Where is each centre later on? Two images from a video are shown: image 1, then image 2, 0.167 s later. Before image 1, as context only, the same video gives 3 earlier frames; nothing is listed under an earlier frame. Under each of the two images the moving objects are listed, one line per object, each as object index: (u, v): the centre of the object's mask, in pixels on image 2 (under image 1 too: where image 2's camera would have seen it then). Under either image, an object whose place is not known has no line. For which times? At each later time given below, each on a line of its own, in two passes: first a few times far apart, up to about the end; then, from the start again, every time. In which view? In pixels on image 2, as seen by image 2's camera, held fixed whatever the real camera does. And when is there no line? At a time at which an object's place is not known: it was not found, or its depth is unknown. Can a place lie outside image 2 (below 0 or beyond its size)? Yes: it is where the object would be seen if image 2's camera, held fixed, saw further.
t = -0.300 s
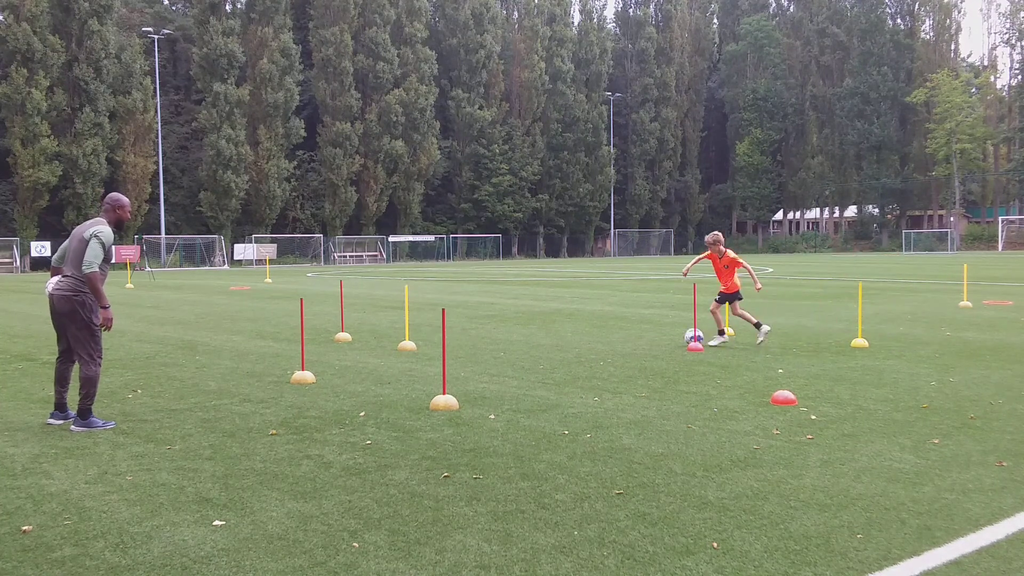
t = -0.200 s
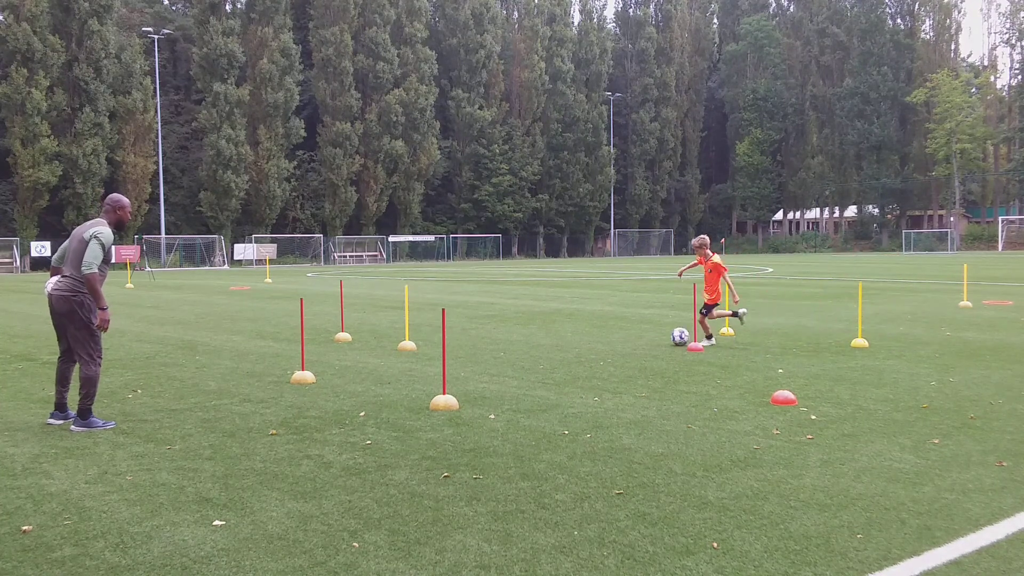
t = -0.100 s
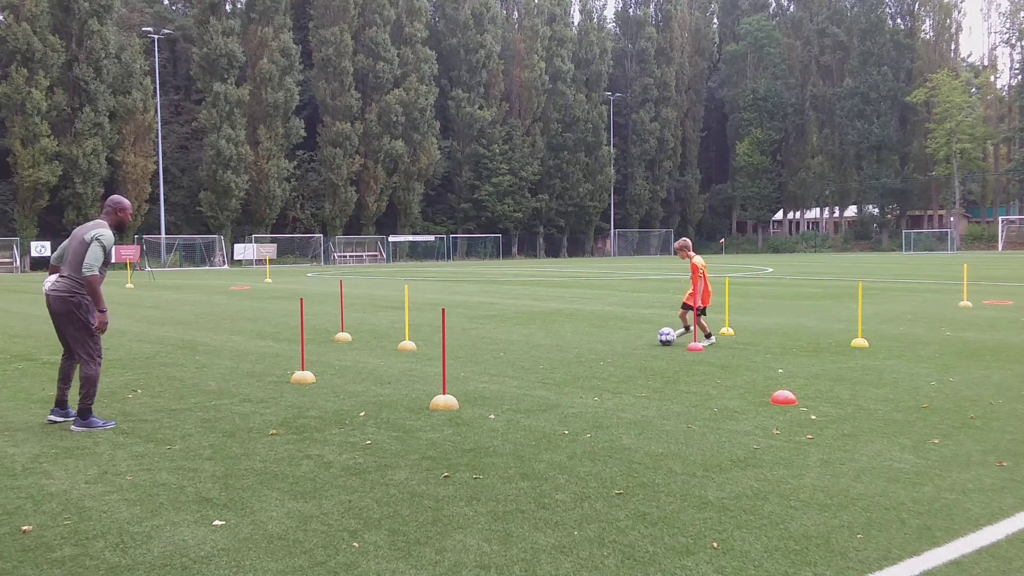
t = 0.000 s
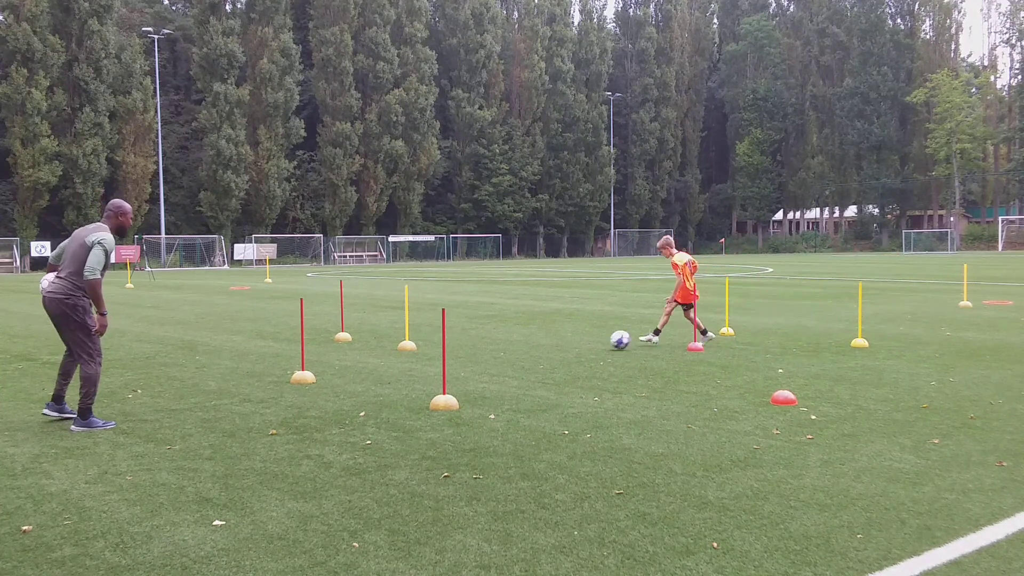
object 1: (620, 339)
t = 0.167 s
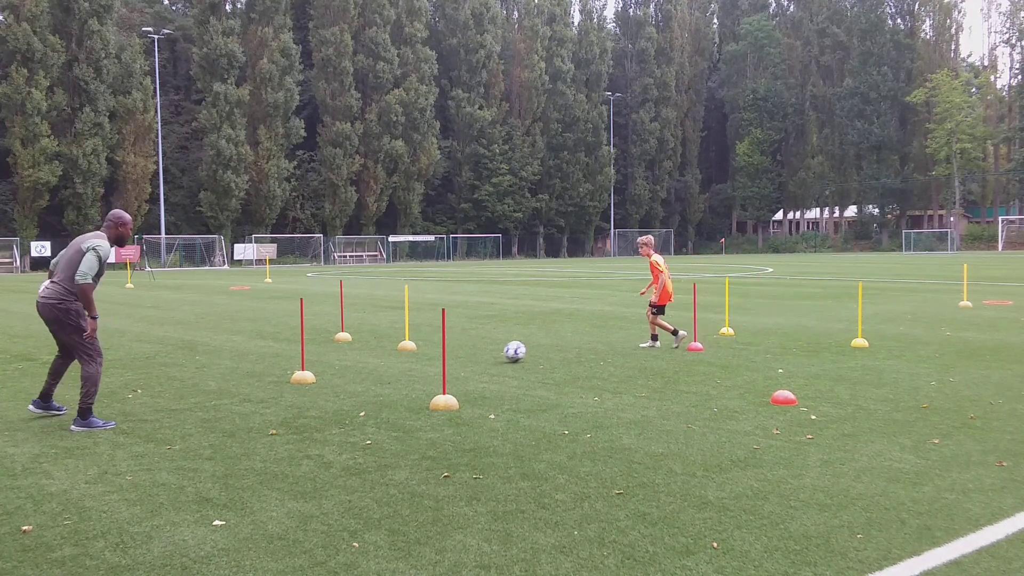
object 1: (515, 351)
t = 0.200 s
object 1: (493, 354)
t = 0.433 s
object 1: (336, 370)
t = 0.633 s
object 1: (195, 386)
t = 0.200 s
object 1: (493, 354)
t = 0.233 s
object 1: (471, 357)
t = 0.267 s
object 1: (449, 358)
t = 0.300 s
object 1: (426, 361)
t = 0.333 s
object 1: (402, 365)
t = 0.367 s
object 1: (381, 366)
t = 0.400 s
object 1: (359, 368)
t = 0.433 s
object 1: (336, 370)
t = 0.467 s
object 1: (312, 374)
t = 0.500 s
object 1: (288, 377)
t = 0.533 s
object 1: (266, 378)
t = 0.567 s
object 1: (244, 378)
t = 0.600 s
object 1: (220, 381)
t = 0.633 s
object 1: (195, 386)
